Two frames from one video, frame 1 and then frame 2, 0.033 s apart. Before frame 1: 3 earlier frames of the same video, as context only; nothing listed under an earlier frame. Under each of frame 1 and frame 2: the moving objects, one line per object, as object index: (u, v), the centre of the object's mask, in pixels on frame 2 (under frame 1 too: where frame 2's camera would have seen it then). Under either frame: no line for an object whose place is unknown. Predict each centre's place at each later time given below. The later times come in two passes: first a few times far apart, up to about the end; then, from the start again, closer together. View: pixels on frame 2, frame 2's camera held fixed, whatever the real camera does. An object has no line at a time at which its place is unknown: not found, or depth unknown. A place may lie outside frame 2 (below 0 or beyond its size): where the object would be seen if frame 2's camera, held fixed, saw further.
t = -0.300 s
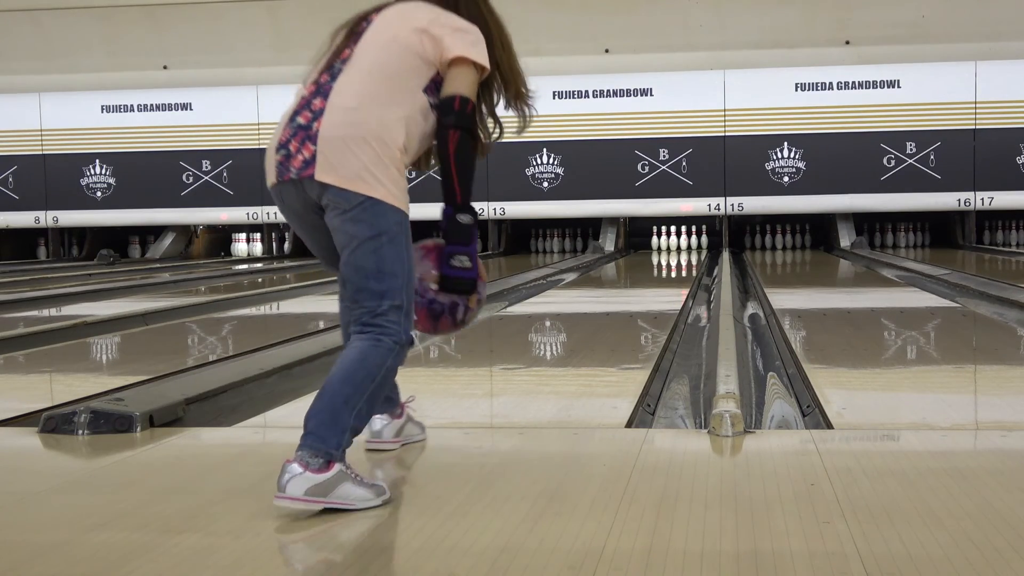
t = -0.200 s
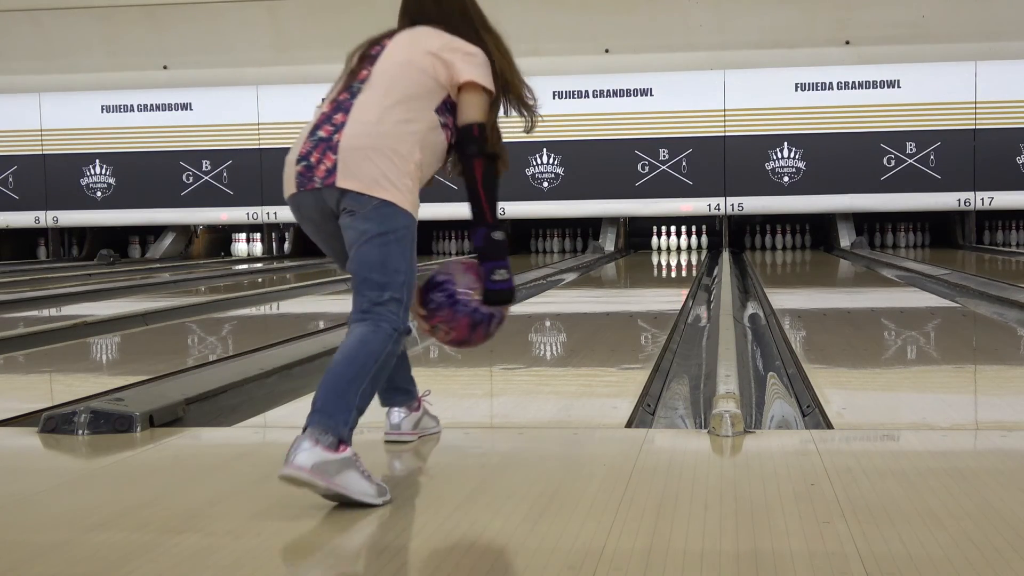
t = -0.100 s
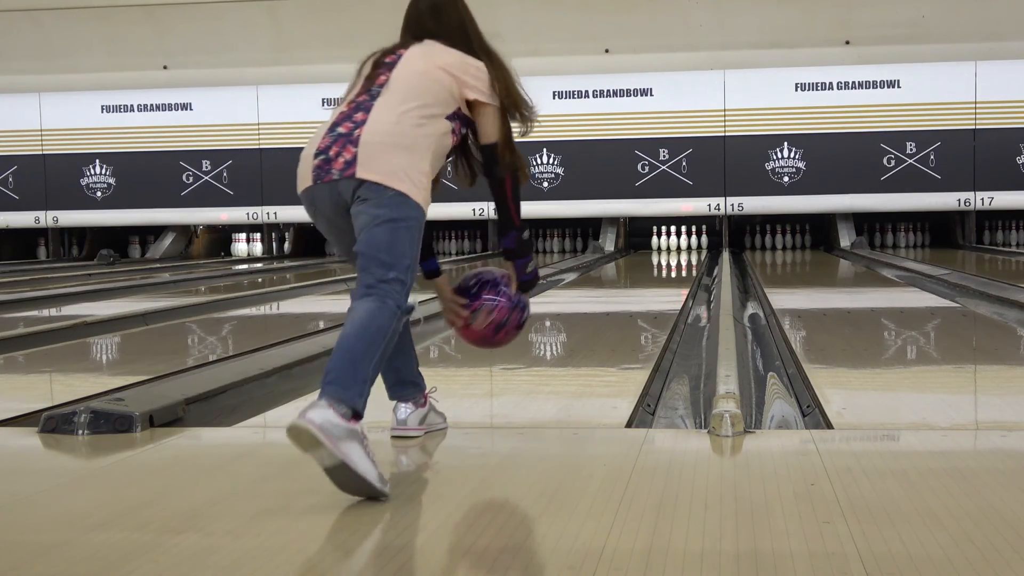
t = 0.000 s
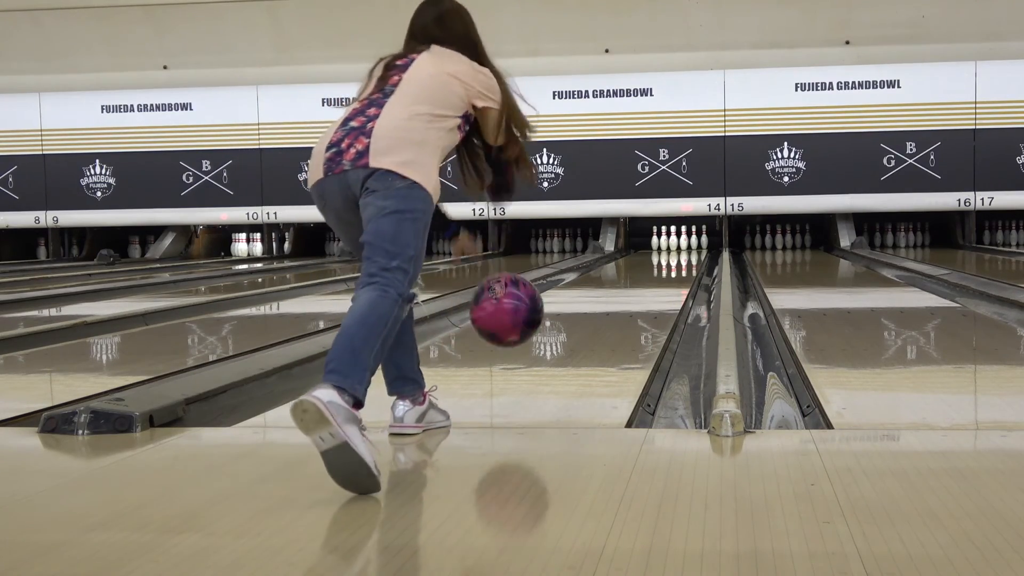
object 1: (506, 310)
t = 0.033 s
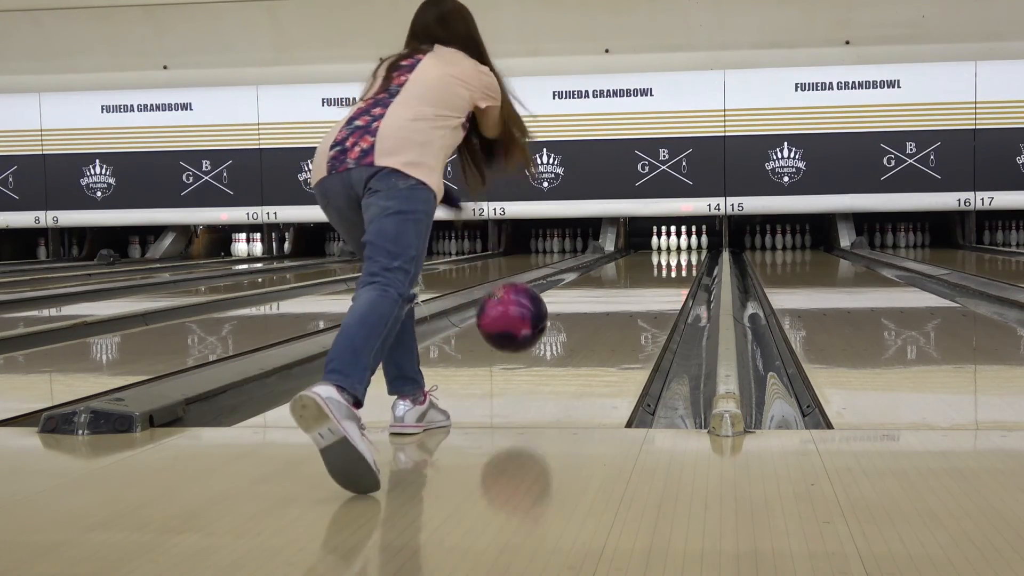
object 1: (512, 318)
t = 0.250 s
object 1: (539, 340)
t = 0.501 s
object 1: (560, 320)
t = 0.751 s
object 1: (573, 305)
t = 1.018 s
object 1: (584, 294)
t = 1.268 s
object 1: (591, 286)
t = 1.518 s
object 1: (596, 279)
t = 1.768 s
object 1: (602, 274)
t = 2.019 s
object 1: (606, 268)
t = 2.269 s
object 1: (609, 265)
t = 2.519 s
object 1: (611, 262)
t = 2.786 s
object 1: (614, 259)
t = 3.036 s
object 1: (615, 256)
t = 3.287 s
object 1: (615, 254)
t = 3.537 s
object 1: (613, 252)
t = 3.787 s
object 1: (610, 255)
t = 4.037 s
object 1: (614, 254)
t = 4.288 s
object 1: (617, 253)
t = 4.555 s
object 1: (622, 251)
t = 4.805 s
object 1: (625, 250)
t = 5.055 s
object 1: (628, 249)
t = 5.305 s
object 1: (631, 249)
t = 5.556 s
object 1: (633, 249)
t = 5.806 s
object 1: (638, 248)
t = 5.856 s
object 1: (640, 248)
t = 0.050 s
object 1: (515, 322)
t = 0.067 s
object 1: (517, 328)
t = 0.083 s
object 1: (520, 334)
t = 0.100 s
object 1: (522, 341)
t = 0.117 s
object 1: (524, 348)
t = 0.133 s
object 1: (527, 352)
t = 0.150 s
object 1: (529, 348)
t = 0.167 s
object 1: (531, 345)
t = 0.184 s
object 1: (533, 343)
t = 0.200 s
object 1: (534, 341)
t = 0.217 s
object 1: (536, 341)
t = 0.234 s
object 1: (538, 341)
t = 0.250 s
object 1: (539, 340)
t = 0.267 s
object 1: (541, 338)
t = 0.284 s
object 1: (543, 337)
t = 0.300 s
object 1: (544, 335)
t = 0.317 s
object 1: (545, 334)
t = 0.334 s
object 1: (547, 332)
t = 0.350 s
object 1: (548, 331)
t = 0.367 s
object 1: (550, 330)
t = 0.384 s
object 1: (551, 328)
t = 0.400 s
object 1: (552, 327)
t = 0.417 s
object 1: (554, 326)
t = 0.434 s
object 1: (555, 324)
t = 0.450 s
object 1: (556, 323)
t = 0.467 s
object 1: (557, 322)
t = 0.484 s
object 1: (558, 321)
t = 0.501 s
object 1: (560, 320)
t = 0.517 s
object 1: (561, 319)
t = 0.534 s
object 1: (562, 318)
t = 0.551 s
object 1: (563, 317)
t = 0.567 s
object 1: (564, 315)
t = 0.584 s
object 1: (565, 314)
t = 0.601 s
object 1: (566, 313)
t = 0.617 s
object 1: (567, 313)
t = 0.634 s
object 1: (567, 312)
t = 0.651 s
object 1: (568, 311)
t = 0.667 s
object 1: (569, 310)
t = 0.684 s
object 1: (570, 309)
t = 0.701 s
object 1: (571, 308)
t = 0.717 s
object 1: (572, 307)
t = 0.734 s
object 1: (572, 306)
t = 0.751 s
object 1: (573, 305)
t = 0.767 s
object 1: (574, 305)
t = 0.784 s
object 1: (575, 304)
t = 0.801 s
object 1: (575, 303)
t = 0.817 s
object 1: (576, 302)
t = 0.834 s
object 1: (577, 302)
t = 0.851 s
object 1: (578, 301)
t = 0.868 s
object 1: (578, 300)
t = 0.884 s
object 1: (579, 299)
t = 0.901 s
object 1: (580, 299)
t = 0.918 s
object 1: (580, 298)
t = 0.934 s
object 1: (581, 297)
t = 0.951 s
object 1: (581, 297)
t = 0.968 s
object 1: (582, 296)
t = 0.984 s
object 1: (582, 296)
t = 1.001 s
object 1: (583, 295)
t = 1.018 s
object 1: (584, 294)
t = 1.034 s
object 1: (584, 294)
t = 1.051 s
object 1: (585, 293)
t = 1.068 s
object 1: (585, 293)
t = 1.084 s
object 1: (586, 292)
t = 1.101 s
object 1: (586, 291)
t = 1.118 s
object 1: (587, 291)
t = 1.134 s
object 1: (587, 290)
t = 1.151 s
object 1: (588, 290)
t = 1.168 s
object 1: (588, 289)
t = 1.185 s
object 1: (589, 289)
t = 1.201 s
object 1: (589, 288)
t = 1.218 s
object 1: (590, 288)
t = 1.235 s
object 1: (590, 287)
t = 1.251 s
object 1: (591, 287)
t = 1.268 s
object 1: (591, 286)
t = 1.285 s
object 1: (592, 286)
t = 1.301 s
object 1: (592, 285)
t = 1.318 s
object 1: (592, 285)
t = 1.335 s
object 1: (593, 285)
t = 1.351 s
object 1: (593, 284)
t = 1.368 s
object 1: (593, 284)
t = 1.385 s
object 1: (594, 283)
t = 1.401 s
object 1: (594, 283)
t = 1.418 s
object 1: (595, 282)
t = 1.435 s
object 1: (595, 282)
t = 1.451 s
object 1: (595, 281)
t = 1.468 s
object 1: (596, 281)
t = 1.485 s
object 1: (596, 280)
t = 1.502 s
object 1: (596, 280)
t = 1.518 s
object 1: (596, 279)
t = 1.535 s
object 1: (597, 279)
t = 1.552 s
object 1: (597, 279)
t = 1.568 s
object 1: (598, 278)
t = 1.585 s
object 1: (598, 278)
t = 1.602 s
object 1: (599, 277)
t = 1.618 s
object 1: (599, 277)
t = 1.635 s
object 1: (599, 277)
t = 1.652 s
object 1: (600, 276)
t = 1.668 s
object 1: (600, 276)
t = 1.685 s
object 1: (600, 275)
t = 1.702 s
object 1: (601, 275)
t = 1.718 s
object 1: (601, 275)
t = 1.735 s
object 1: (601, 274)
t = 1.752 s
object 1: (601, 274)
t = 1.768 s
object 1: (602, 274)
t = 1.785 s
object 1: (602, 273)
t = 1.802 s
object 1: (602, 273)
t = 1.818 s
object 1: (603, 273)
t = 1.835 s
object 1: (603, 272)
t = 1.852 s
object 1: (603, 272)
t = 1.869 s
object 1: (603, 271)
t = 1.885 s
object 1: (604, 271)
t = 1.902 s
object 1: (604, 271)
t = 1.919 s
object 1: (604, 270)
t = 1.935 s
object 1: (604, 270)
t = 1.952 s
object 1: (604, 270)
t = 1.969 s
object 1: (605, 269)
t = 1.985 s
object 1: (605, 269)
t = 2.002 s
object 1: (605, 269)
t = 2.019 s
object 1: (606, 268)
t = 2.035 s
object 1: (606, 268)
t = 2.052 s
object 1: (606, 268)
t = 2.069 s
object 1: (606, 268)
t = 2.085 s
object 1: (607, 267)
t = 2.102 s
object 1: (607, 267)
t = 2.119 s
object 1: (607, 267)
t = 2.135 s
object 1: (607, 267)
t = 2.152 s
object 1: (607, 266)
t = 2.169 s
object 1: (608, 266)
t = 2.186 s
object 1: (608, 266)
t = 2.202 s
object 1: (608, 266)
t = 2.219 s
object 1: (608, 266)
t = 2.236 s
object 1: (608, 265)
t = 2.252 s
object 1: (608, 265)
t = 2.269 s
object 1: (609, 265)
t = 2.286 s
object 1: (609, 265)
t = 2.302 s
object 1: (609, 264)
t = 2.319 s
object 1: (609, 264)
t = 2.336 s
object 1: (610, 264)
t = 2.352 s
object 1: (610, 264)
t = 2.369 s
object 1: (610, 264)
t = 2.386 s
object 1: (610, 263)
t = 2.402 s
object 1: (611, 263)
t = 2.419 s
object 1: (611, 263)
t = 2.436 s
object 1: (611, 263)
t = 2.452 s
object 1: (611, 262)
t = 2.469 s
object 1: (611, 262)
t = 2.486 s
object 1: (611, 262)
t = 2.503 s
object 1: (611, 262)
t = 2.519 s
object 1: (611, 262)
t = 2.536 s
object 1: (612, 261)
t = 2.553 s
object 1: (612, 261)
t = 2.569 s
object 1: (612, 261)
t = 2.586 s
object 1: (612, 261)
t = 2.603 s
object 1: (612, 261)
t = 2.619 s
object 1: (612, 261)
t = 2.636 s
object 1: (613, 260)
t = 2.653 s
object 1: (613, 260)
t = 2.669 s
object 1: (613, 260)
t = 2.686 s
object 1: (613, 260)
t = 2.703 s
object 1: (613, 260)
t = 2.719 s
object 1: (613, 259)
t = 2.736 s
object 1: (613, 259)
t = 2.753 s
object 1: (614, 259)
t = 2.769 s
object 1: (614, 259)
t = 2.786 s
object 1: (614, 259)
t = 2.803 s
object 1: (614, 258)
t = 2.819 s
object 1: (614, 258)
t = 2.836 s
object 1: (614, 258)
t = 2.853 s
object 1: (614, 258)
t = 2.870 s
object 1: (614, 258)
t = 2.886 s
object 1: (614, 258)
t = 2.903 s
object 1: (614, 257)
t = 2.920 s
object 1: (614, 257)
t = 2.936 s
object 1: (614, 257)
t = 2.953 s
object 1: (615, 257)
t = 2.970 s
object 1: (615, 257)
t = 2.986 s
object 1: (615, 257)
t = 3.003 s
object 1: (615, 257)
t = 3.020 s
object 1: (615, 256)
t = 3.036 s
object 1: (615, 256)
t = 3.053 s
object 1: (615, 256)
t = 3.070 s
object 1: (615, 256)
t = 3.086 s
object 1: (615, 256)
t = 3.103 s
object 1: (615, 256)
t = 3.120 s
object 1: (615, 255)
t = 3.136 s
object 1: (615, 255)
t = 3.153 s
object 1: (615, 255)
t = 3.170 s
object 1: (615, 255)
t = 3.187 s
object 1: (615, 255)
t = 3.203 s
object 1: (615, 255)
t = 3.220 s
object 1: (615, 255)
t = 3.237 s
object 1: (615, 254)
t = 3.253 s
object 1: (615, 254)
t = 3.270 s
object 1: (615, 254)
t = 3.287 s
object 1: (615, 254)
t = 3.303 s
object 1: (615, 254)
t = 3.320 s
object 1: (615, 254)
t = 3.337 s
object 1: (615, 254)
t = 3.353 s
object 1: (615, 254)
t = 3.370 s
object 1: (615, 253)
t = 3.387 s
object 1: (615, 253)
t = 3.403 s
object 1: (615, 253)
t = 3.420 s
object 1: (615, 253)
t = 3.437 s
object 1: (615, 253)
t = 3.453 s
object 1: (614, 253)
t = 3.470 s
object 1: (614, 253)
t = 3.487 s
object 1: (614, 252)
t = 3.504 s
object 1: (614, 252)
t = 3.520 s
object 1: (614, 252)
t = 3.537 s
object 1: (613, 252)
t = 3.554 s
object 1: (613, 252)
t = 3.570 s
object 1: (613, 252)
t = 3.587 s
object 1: (613, 252)
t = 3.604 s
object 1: (612, 253)
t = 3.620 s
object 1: (612, 253)
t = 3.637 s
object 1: (611, 254)
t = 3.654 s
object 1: (610, 254)
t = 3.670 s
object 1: (609, 255)
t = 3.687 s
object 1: (609, 256)
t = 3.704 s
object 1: (608, 256)
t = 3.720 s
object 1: (608, 256)
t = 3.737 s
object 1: (609, 255)
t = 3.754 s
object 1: (609, 255)
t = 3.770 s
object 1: (610, 255)
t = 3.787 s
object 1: (610, 255)
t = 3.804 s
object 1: (611, 255)
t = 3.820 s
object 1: (611, 255)
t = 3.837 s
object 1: (611, 255)
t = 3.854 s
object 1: (611, 255)
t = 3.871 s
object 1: (611, 255)
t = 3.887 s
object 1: (611, 255)
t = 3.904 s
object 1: (611, 255)
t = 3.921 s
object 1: (611, 255)
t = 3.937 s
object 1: (612, 255)
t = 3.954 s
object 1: (612, 255)
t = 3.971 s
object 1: (613, 254)
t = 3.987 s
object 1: (613, 254)
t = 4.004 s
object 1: (614, 254)
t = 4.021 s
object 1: (614, 254)
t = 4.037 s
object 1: (614, 254)
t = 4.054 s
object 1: (614, 254)
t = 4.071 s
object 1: (615, 254)
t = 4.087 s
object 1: (615, 254)
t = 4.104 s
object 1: (615, 254)
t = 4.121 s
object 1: (615, 254)
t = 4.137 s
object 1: (616, 253)
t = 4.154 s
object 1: (616, 253)
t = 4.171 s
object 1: (616, 253)
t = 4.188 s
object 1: (616, 253)
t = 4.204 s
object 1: (616, 253)
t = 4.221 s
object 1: (617, 253)
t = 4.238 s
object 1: (617, 253)
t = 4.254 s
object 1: (617, 253)
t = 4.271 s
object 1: (617, 253)
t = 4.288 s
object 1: (617, 253)
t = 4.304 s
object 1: (618, 253)
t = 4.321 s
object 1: (618, 252)
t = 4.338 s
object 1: (618, 252)
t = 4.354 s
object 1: (619, 252)
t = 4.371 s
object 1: (619, 252)
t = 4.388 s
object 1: (620, 252)
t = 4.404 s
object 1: (620, 252)
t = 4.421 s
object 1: (620, 252)
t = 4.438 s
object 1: (621, 252)
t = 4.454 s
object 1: (621, 252)
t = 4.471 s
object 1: (621, 252)
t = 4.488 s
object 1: (621, 252)
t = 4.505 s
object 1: (621, 251)
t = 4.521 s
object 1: (621, 252)
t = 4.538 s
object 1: (621, 252)
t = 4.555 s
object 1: (622, 251)
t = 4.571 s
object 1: (621, 251)
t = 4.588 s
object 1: (622, 251)
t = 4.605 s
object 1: (622, 251)
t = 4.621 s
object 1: (622, 251)
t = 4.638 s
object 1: (623, 251)
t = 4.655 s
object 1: (624, 251)
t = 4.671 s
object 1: (624, 251)
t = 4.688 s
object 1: (624, 250)
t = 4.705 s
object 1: (624, 251)
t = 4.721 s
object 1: (624, 250)
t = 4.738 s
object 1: (624, 250)
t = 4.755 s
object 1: (624, 250)
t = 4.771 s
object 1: (625, 250)
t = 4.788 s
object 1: (625, 250)
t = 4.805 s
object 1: (625, 250)
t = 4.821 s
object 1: (625, 250)
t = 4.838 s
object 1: (625, 250)
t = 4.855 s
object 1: (626, 250)
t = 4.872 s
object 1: (626, 250)
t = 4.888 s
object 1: (626, 250)
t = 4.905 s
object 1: (626, 250)
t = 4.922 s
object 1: (627, 250)
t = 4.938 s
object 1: (627, 250)
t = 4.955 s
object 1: (627, 249)
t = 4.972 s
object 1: (627, 249)
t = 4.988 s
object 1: (628, 249)
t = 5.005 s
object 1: (628, 249)
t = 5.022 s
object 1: (628, 249)
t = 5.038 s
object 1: (628, 249)
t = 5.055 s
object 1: (628, 249)
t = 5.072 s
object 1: (628, 249)
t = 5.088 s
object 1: (628, 249)
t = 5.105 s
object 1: (628, 249)
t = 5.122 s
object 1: (628, 249)
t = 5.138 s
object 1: (628, 249)
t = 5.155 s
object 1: (629, 249)
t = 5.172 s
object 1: (630, 249)
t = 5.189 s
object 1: (630, 249)
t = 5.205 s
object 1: (630, 249)
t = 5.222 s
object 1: (630, 248)
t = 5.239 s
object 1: (631, 248)
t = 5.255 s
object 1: (631, 249)
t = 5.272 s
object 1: (631, 249)
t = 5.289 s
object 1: (631, 249)
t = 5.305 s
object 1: (631, 249)
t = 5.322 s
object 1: (631, 249)
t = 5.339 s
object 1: (632, 248)
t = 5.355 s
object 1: (632, 248)
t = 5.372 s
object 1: (632, 249)
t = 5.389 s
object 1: (632, 249)
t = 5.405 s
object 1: (633, 248)
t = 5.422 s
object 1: (633, 249)
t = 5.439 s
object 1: (633, 248)
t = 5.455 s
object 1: (634, 248)
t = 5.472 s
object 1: (634, 248)
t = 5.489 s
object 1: (633, 248)
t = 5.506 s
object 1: (634, 248)
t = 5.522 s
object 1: (634, 248)
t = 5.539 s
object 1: (633, 249)
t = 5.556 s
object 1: (633, 249)
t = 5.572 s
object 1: (633, 250)
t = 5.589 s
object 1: (633, 249)
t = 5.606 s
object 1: (633, 249)
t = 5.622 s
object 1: (633, 250)
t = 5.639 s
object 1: (634, 249)
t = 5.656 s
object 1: (633, 249)
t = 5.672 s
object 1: (634, 249)
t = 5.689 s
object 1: (635, 249)
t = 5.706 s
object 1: (636, 249)
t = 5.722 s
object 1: (636, 249)
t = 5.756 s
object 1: (636, 248)
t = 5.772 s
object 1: (637, 248)
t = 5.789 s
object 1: (638, 248)
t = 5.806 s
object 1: (638, 248)
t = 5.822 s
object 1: (639, 248)
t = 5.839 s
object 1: (640, 248)
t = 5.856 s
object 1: (640, 248)
